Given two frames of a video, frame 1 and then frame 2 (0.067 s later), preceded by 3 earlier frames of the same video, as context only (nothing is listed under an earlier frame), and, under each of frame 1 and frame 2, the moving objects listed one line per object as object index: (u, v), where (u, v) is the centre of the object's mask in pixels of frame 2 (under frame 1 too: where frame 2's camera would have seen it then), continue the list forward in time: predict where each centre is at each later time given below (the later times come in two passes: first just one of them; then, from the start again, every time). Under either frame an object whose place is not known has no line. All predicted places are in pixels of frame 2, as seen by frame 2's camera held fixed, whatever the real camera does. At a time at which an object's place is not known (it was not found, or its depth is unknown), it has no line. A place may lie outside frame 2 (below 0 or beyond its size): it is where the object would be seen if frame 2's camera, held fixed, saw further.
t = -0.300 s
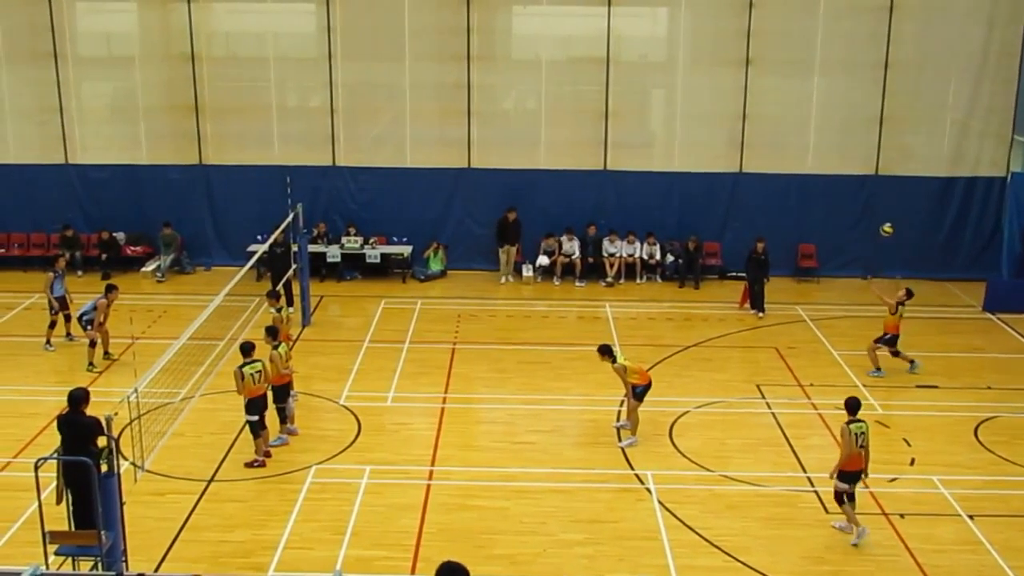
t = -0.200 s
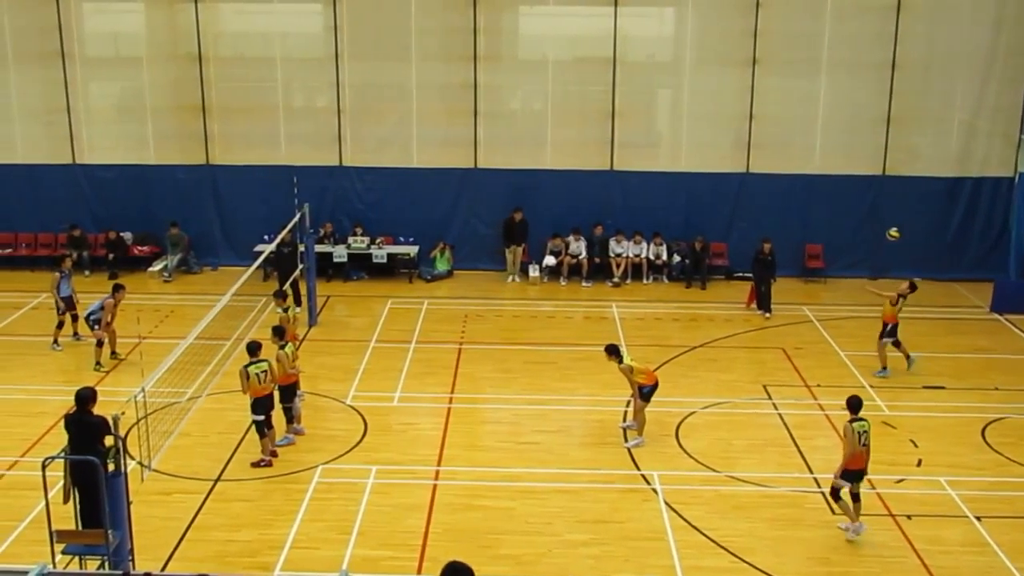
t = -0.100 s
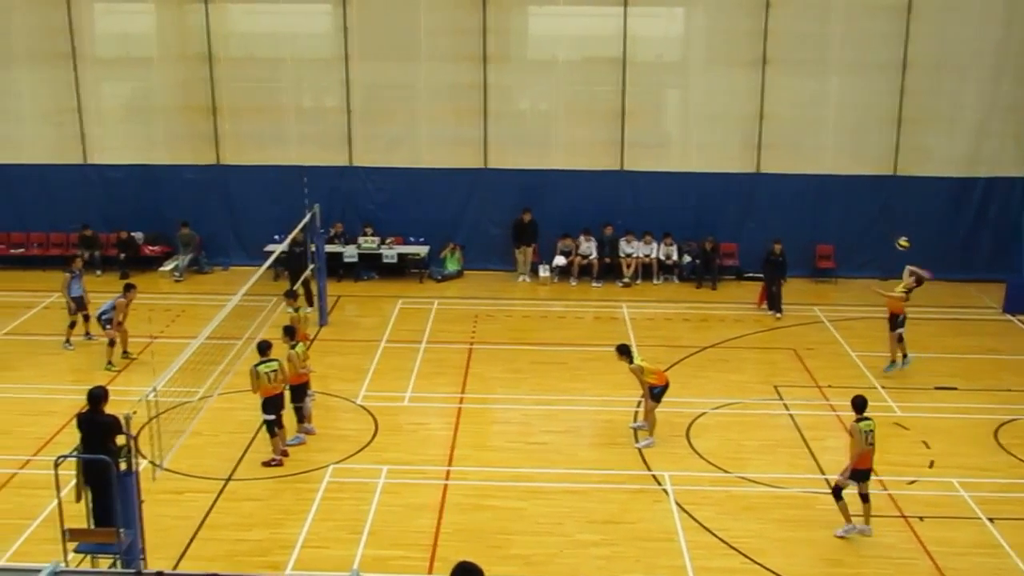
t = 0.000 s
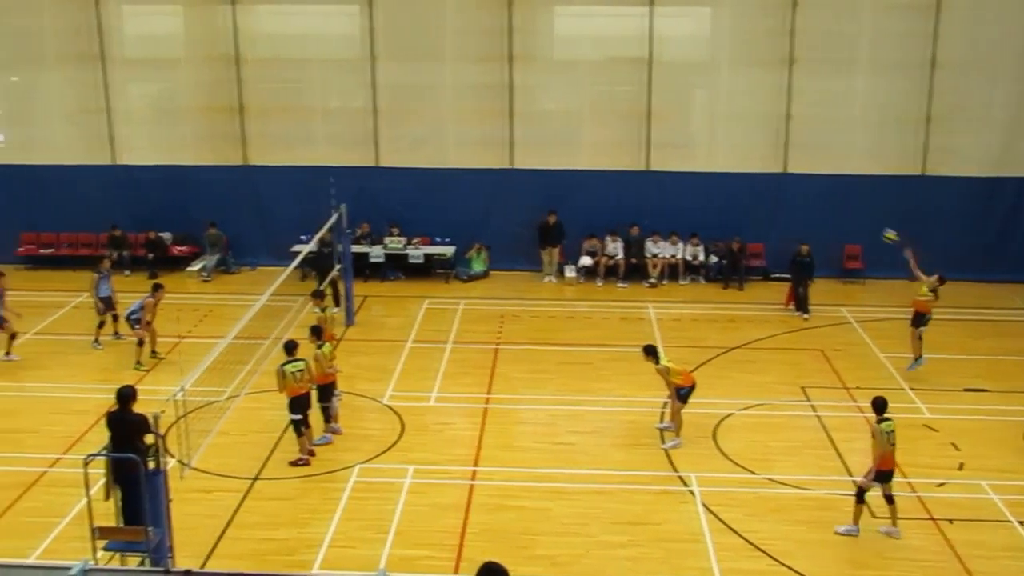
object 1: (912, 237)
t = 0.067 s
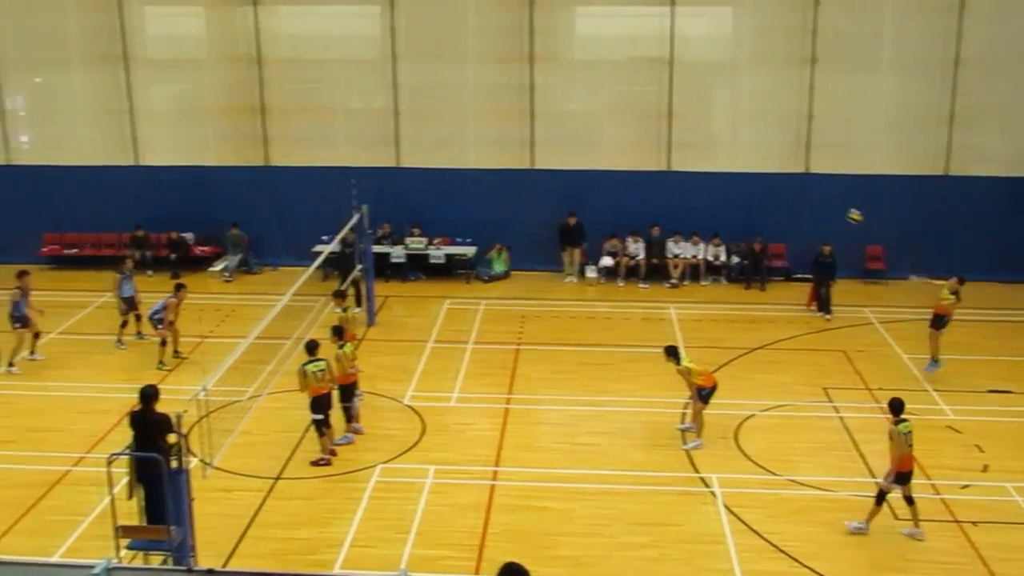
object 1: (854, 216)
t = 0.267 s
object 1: (684, 172)
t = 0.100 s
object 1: (825, 207)
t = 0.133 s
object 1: (796, 199)
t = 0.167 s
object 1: (768, 191)
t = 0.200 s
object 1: (739, 184)
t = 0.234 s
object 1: (712, 178)
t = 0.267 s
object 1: (684, 172)
